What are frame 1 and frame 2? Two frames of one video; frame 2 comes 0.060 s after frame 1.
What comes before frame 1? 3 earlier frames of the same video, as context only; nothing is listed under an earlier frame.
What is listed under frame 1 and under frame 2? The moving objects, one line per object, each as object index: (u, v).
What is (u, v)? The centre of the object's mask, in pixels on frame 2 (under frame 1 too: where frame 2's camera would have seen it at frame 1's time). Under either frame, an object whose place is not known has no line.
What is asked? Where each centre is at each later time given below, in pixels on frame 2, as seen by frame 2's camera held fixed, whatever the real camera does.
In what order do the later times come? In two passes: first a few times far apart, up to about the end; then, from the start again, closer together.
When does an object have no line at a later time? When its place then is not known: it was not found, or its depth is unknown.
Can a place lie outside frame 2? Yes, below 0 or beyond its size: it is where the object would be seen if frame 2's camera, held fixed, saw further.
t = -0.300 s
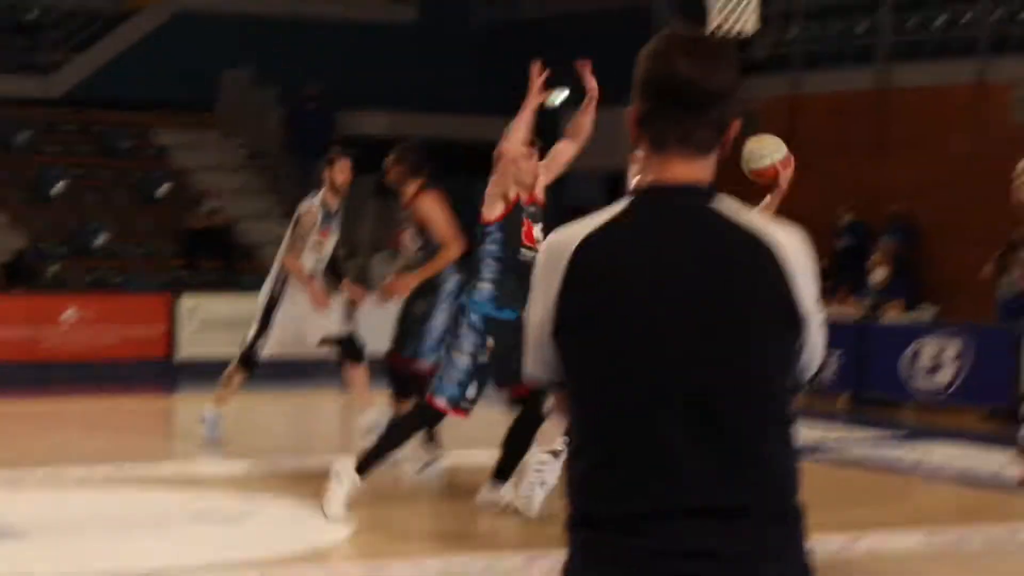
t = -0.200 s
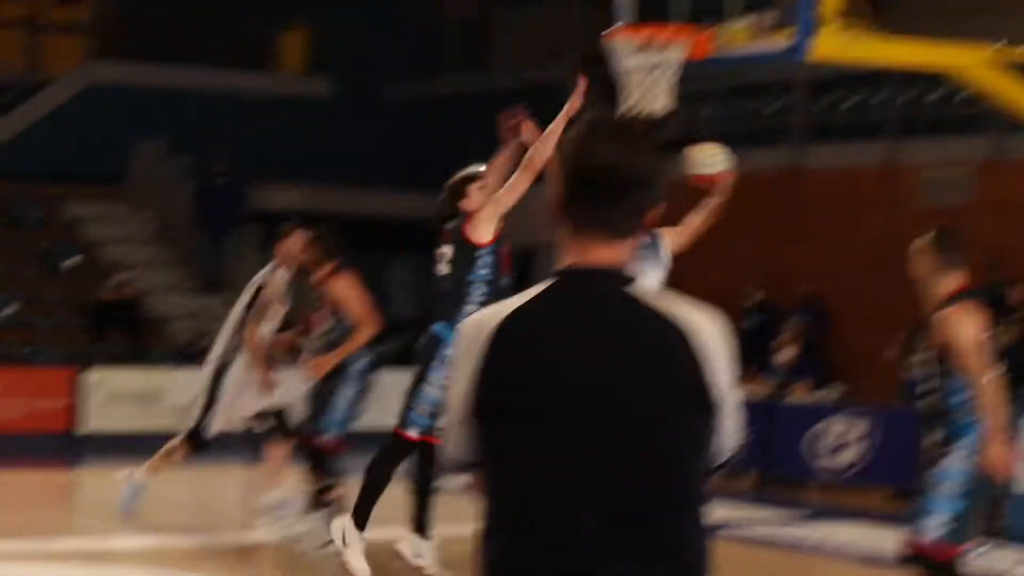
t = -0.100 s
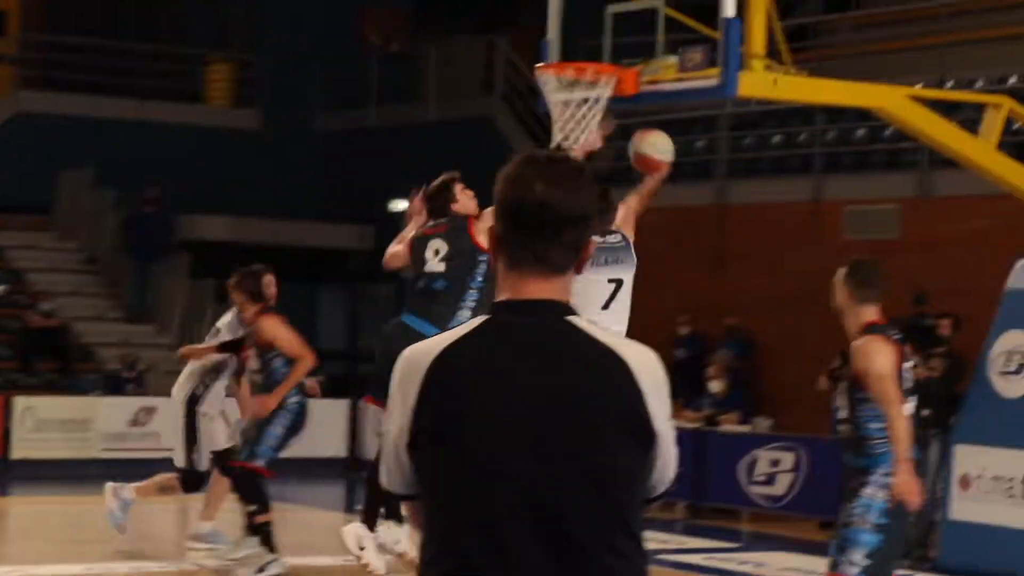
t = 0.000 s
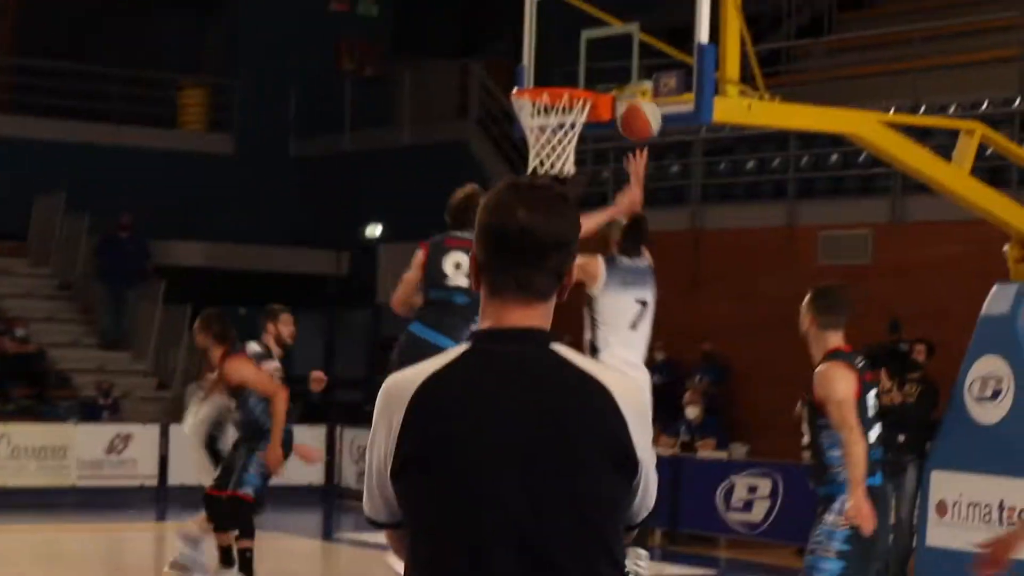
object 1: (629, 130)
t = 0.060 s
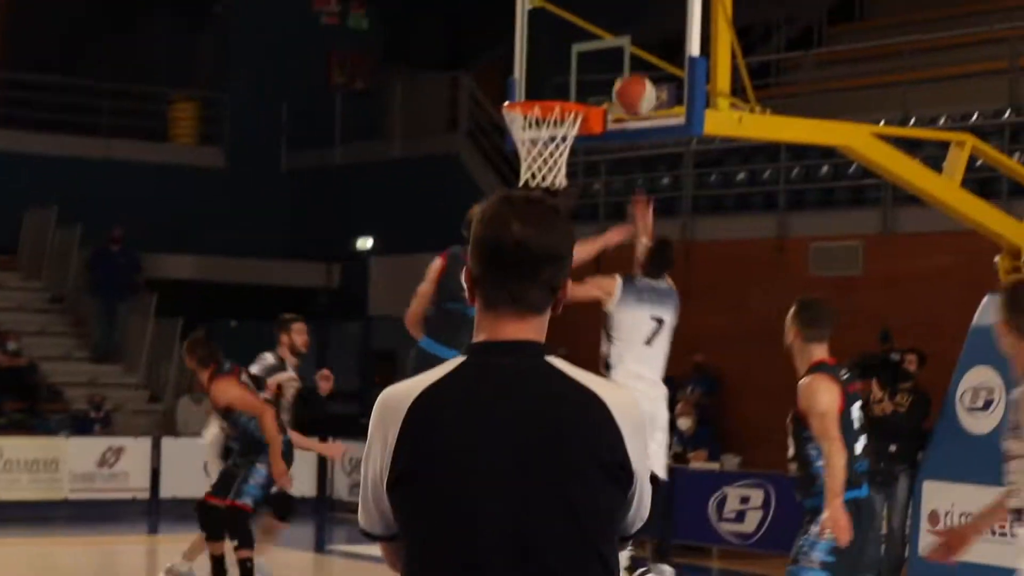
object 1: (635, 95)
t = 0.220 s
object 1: (642, 34)
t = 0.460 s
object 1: (599, 7)
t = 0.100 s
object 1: (636, 76)
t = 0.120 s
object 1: (637, 67)
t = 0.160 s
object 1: (639, 52)
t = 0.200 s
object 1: (641, 39)
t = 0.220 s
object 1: (642, 34)
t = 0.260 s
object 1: (644, 26)
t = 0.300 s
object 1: (637, 17)
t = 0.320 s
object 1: (632, 14)
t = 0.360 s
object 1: (622, 8)
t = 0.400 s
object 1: (613, 6)
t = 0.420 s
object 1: (608, 6)
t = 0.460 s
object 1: (599, 7)
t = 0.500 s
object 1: (588, 12)
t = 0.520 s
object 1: (582, 16)
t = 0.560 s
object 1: (572, 25)
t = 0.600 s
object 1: (562, 36)
